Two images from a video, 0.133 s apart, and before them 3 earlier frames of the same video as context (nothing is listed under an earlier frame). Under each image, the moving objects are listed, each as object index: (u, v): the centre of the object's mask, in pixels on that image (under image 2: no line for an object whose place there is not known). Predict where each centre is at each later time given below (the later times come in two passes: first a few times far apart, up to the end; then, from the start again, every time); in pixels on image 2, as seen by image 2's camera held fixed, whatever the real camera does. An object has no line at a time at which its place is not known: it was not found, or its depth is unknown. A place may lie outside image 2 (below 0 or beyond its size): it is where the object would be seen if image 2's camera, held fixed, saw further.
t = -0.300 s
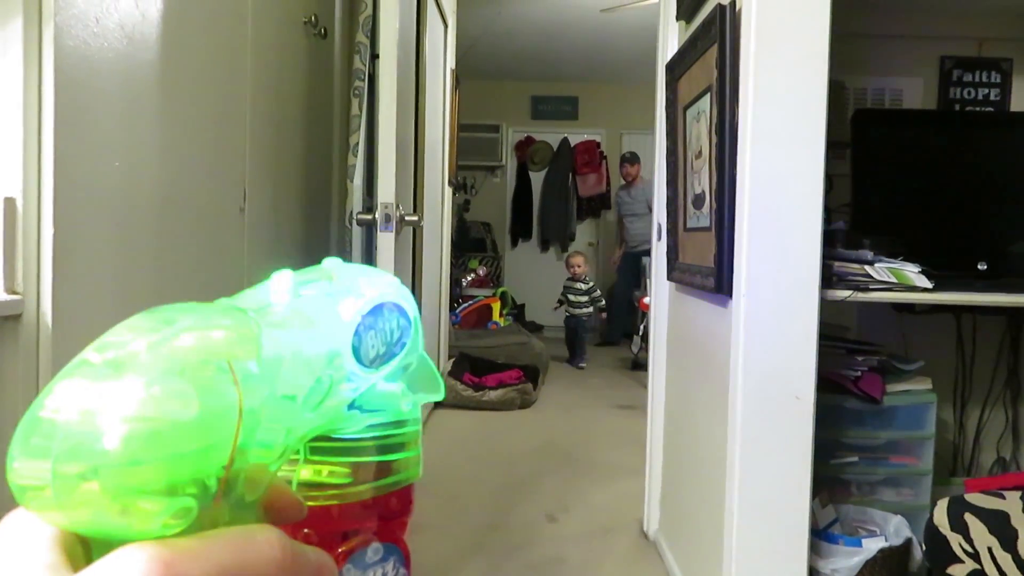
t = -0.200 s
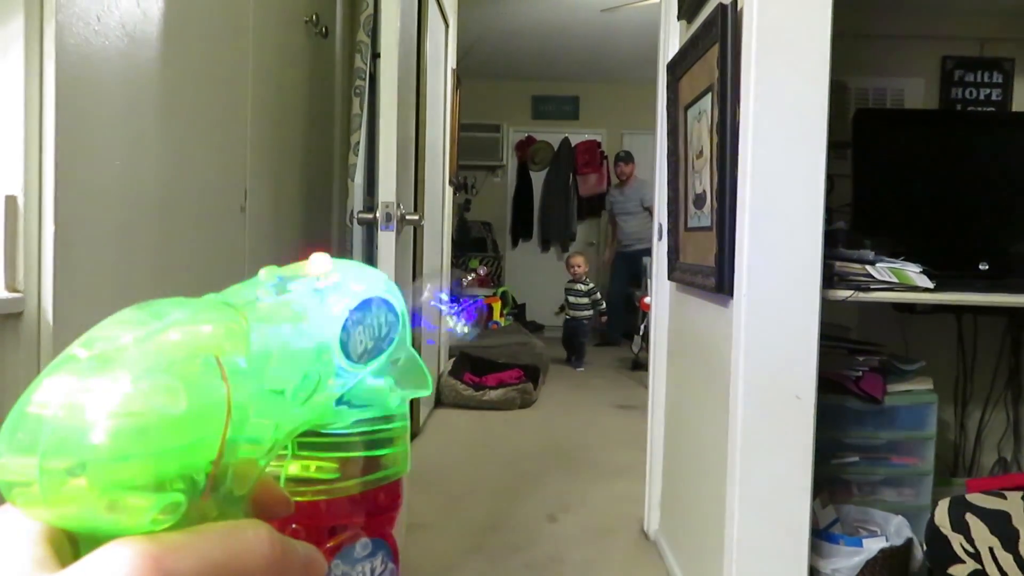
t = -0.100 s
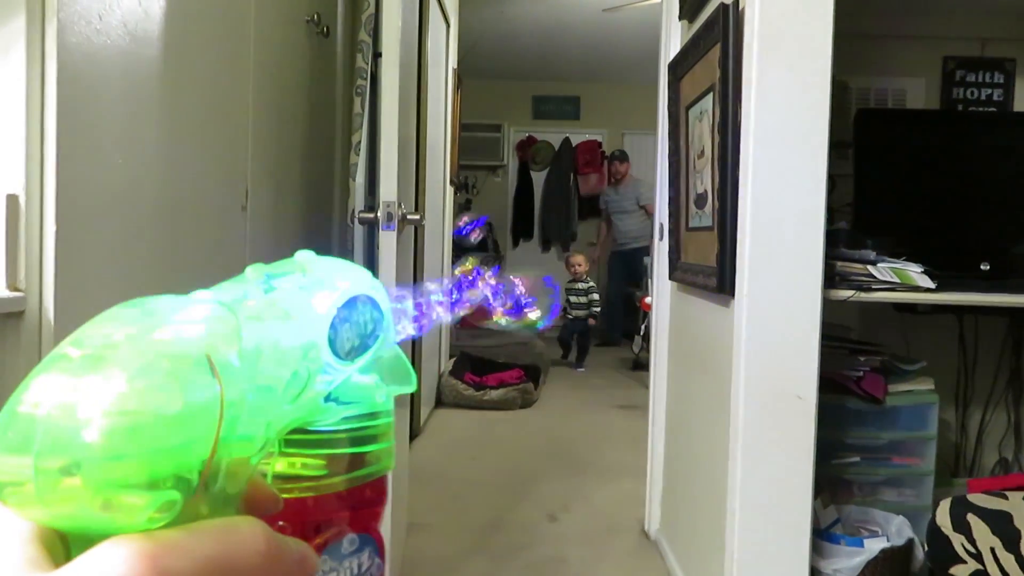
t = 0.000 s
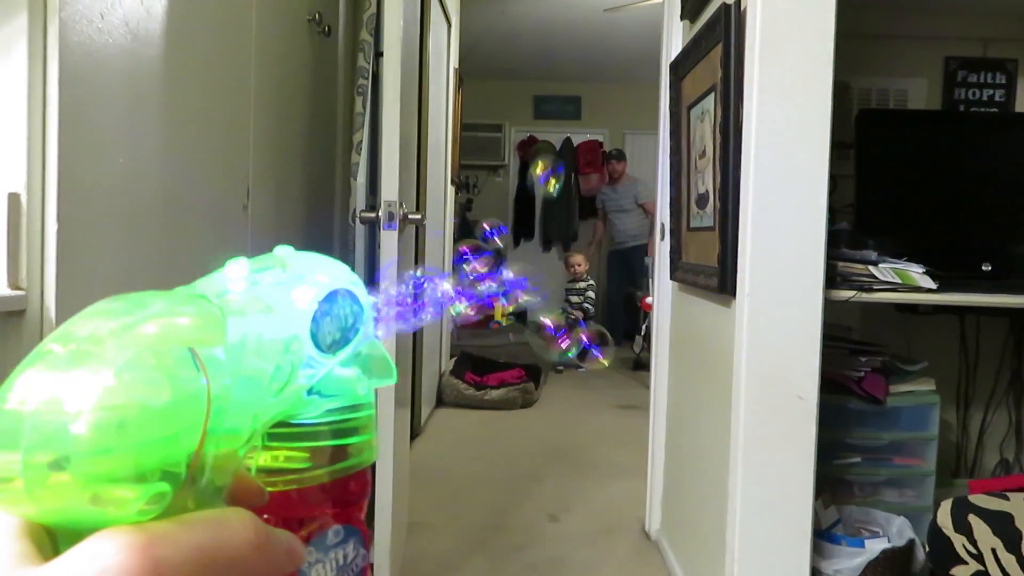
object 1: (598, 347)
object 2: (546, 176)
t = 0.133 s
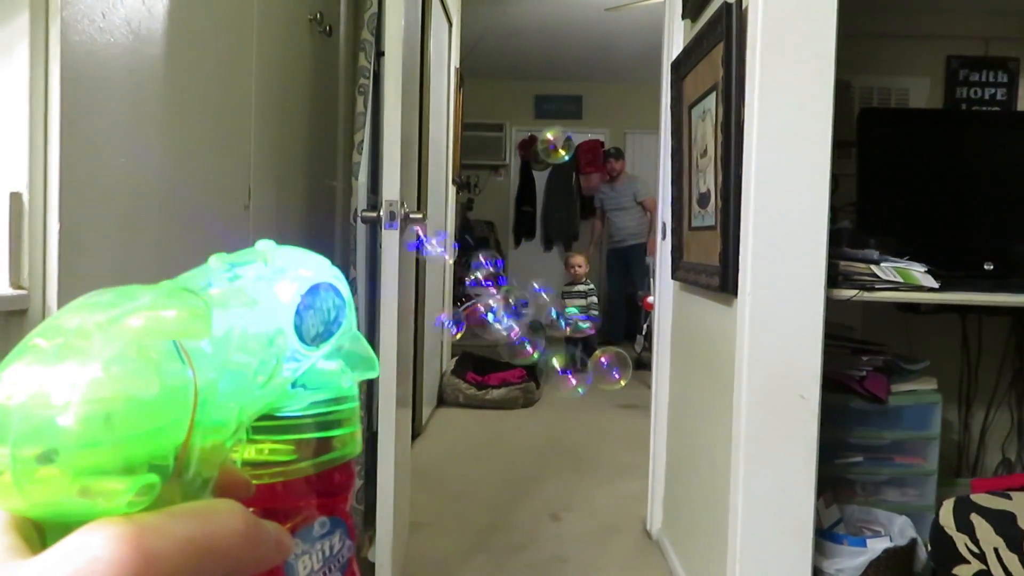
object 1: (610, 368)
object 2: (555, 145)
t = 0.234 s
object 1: (600, 370)
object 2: (560, 155)
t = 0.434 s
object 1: (575, 360)
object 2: (544, 200)
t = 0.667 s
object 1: (565, 345)
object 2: (536, 265)
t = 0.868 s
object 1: (553, 342)
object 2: (520, 325)
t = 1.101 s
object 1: (548, 355)
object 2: (515, 378)
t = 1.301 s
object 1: (547, 375)
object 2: (530, 432)
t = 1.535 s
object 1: (545, 408)
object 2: (550, 495)
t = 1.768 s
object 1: (549, 456)
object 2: (571, 561)
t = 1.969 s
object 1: (551, 506)
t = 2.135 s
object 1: (552, 554)
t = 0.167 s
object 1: (608, 370)
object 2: (557, 147)
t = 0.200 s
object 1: (605, 371)
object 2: (559, 150)
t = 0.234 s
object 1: (600, 370)
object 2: (560, 155)
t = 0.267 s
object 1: (595, 369)
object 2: (559, 161)
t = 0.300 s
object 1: (590, 367)
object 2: (557, 168)
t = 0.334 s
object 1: (585, 366)
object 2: (556, 176)
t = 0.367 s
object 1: (582, 364)
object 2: (551, 185)
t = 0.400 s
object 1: (579, 362)
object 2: (547, 192)
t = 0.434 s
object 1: (575, 360)
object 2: (544, 200)
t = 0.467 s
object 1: (573, 359)
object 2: (542, 208)
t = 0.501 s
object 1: (572, 356)
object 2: (540, 217)
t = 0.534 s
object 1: (571, 354)
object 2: (540, 225)
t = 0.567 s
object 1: (570, 352)
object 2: (540, 234)
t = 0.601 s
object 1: (568, 350)
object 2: (540, 245)
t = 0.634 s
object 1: (567, 348)
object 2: (539, 254)
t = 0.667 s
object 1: (565, 345)
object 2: (536, 265)
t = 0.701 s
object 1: (563, 343)
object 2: (532, 275)
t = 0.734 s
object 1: (560, 342)
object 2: (528, 284)
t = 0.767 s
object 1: (558, 341)
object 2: (525, 293)
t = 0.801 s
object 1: (556, 341)
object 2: (522, 301)
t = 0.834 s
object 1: (554, 341)
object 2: (518, 309)
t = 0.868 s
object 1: (553, 342)
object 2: (520, 325)
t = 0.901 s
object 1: (552, 343)
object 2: (519, 333)
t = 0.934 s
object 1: (551, 345)
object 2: (513, 336)
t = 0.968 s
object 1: (550, 347)
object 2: (511, 343)
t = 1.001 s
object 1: (550, 348)
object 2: (510, 353)
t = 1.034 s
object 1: (549, 350)
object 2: (511, 362)
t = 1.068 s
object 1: (548, 353)
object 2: (511, 371)
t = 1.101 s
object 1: (548, 355)
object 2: (515, 378)
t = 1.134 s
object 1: (547, 358)
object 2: (519, 389)
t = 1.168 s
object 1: (547, 361)
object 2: (521, 396)
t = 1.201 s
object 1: (547, 364)
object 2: (519, 404)
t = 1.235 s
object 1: (547, 368)
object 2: (522, 413)
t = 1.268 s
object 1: (547, 371)
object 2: (527, 423)
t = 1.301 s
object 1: (547, 375)
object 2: (530, 432)
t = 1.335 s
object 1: (546, 379)
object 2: (533, 440)
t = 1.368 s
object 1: (545, 383)
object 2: (535, 449)
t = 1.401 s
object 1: (545, 388)
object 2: (538, 457)
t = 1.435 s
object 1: (544, 393)
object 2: (541, 467)
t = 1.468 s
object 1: (544, 399)
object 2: (544, 476)
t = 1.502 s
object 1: (543, 403)
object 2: (547, 486)
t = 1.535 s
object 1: (545, 408)
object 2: (550, 495)
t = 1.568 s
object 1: (546, 416)
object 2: (553, 505)
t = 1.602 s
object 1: (548, 421)
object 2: (556, 513)
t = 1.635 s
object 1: (548, 428)
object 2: (559, 523)
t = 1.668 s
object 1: (546, 434)
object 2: (564, 534)
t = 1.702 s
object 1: (546, 443)
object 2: (566, 543)
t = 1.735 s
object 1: (546, 450)
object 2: (569, 552)
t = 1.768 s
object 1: (549, 456)
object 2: (571, 561)
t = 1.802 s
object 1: (549, 463)
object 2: (574, 571)
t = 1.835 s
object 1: (549, 470)
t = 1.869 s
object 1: (550, 478)
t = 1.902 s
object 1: (550, 486)
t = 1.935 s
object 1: (550, 497)
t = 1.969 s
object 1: (551, 506)
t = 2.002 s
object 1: (551, 515)
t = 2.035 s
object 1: (552, 523)
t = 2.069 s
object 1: (551, 532)
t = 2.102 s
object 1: (551, 543)
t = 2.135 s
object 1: (552, 554)
